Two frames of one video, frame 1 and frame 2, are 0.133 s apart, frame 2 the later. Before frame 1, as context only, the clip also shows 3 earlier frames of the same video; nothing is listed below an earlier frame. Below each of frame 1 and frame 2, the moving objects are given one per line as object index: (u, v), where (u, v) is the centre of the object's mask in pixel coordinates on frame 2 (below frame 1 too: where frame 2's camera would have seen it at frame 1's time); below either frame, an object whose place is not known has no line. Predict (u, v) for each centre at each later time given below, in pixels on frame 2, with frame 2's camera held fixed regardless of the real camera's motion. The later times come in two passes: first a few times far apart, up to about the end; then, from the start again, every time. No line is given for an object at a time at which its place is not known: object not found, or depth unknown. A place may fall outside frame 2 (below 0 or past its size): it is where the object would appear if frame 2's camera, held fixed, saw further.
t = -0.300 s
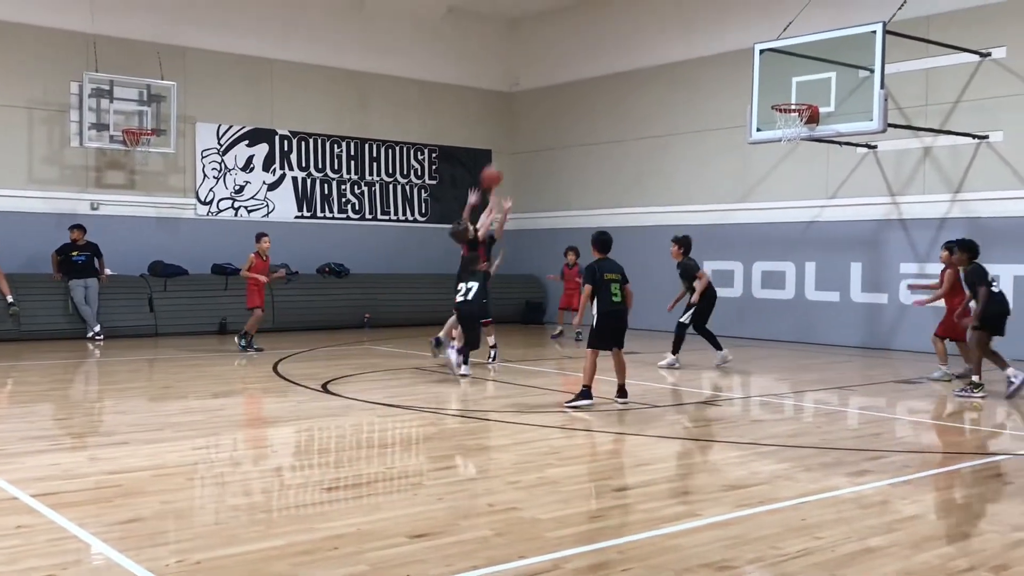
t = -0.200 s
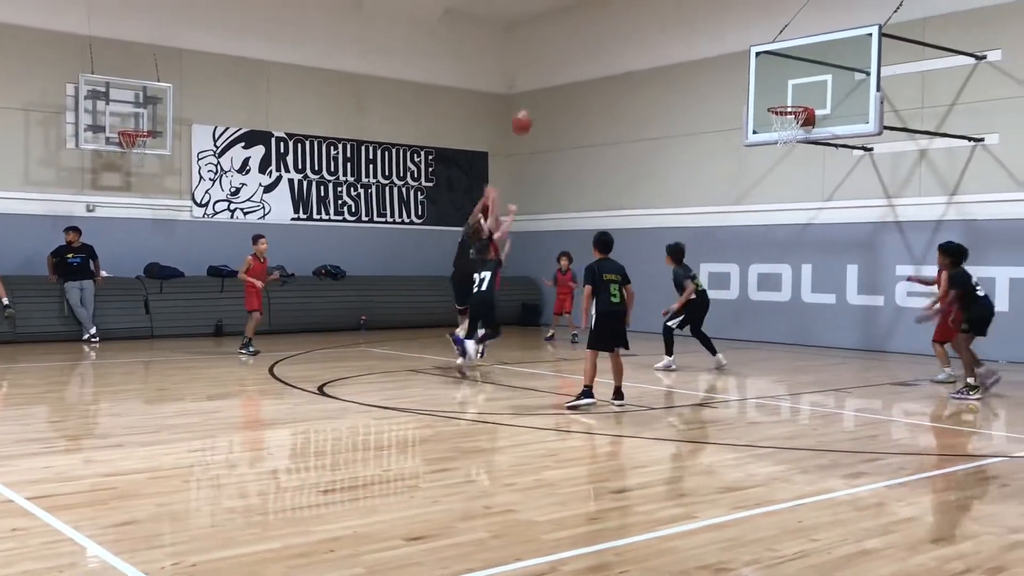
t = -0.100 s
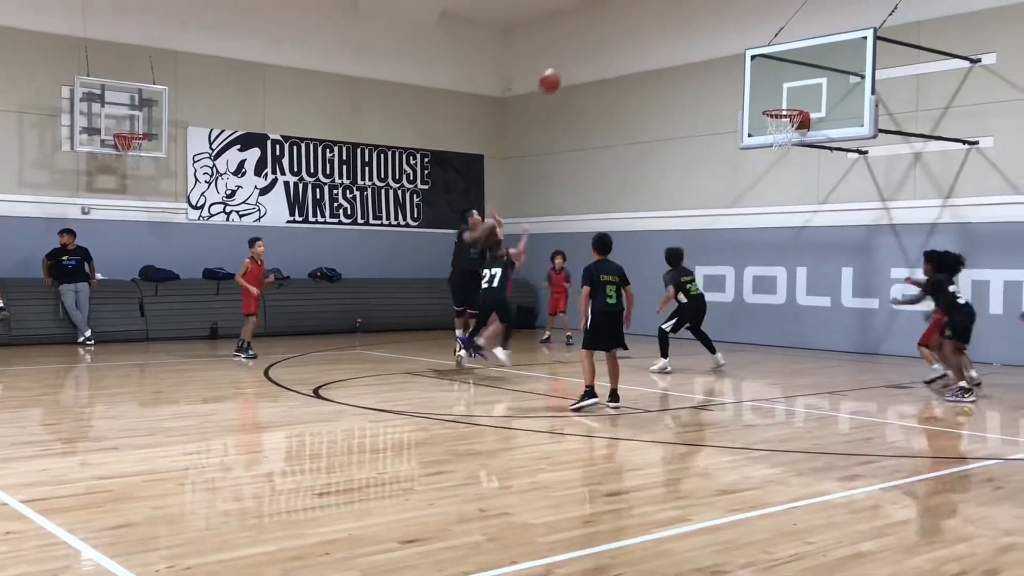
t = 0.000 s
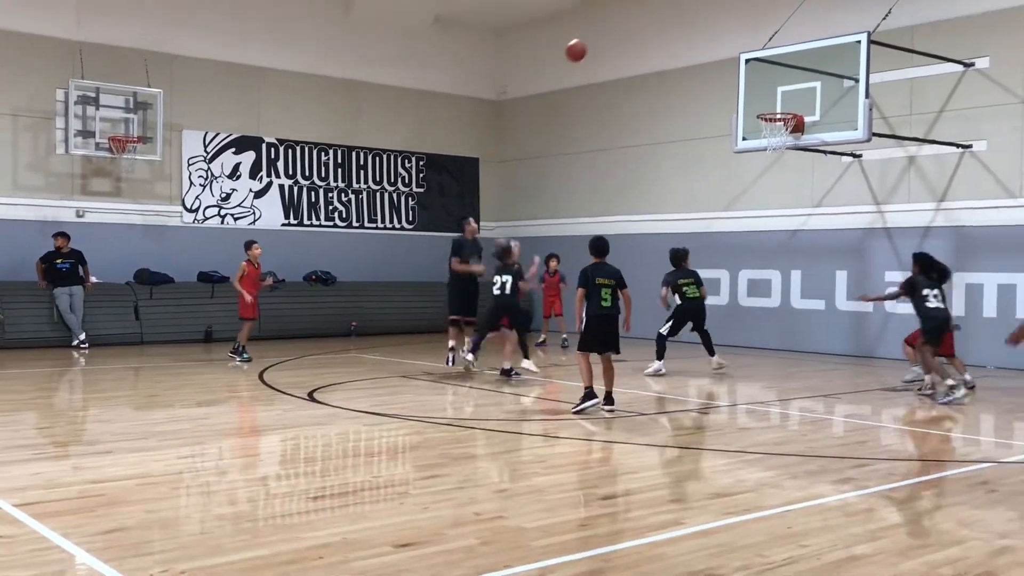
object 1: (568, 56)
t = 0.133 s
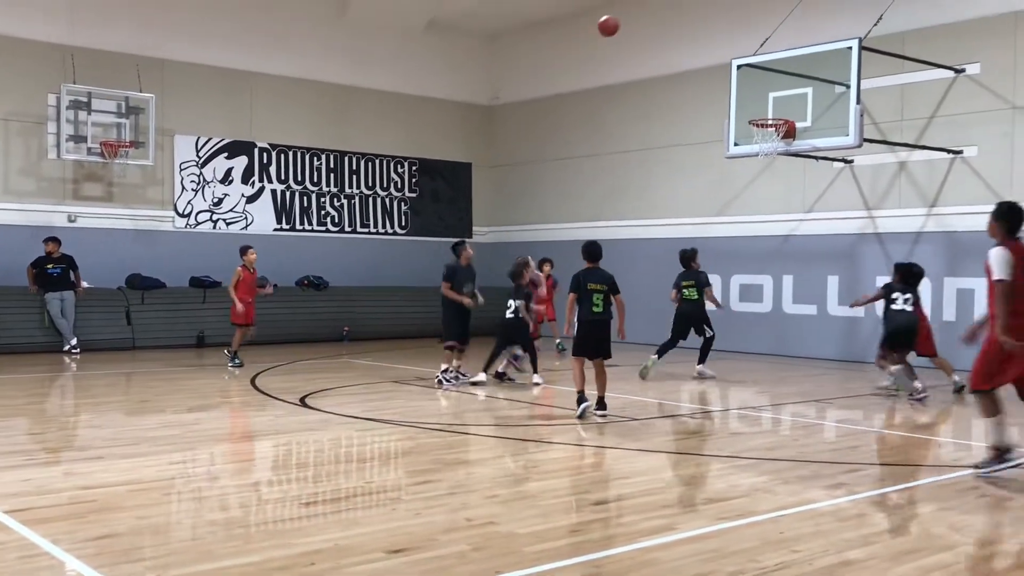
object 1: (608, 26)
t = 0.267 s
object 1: (646, 12)
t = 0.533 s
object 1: (716, 30)
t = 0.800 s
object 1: (774, 99)
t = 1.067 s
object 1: (758, 135)
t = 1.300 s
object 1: (770, 154)
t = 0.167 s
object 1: (618, 21)
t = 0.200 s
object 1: (627, 17)
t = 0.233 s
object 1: (637, 14)
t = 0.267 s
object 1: (646, 12)
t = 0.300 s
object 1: (655, 11)
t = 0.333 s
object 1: (664, 11)
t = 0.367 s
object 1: (673, 12)
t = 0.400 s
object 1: (682, 14)
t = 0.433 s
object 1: (691, 17)
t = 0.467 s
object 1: (699, 20)
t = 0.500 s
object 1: (708, 25)
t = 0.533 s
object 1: (716, 30)
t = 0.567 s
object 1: (724, 35)
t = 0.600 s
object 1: (733, 43)
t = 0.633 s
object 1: (740, 50)
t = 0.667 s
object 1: (749, 59)
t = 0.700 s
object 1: (757, 70)
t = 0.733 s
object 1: (764, 80)
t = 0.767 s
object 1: (772, 90)
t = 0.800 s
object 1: (774, 99)
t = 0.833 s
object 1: (770, 106)
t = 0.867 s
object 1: (766, 113)
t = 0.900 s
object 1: (761, 124)
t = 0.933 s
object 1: (757, 134)
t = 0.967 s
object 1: (755, 136)
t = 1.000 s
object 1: (756, 135)
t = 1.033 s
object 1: (757, 134)
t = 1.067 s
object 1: (758, 135)
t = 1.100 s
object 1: (759, 134)
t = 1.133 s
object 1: (762, 136)
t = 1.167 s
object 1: (763, 138)
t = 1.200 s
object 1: (766, 141)
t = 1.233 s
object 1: (767, 144)
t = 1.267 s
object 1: (769, 147)
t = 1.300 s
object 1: (770, 154)
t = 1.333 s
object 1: (772, 159)
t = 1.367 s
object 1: (774, 166)
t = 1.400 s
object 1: (776, 173)
